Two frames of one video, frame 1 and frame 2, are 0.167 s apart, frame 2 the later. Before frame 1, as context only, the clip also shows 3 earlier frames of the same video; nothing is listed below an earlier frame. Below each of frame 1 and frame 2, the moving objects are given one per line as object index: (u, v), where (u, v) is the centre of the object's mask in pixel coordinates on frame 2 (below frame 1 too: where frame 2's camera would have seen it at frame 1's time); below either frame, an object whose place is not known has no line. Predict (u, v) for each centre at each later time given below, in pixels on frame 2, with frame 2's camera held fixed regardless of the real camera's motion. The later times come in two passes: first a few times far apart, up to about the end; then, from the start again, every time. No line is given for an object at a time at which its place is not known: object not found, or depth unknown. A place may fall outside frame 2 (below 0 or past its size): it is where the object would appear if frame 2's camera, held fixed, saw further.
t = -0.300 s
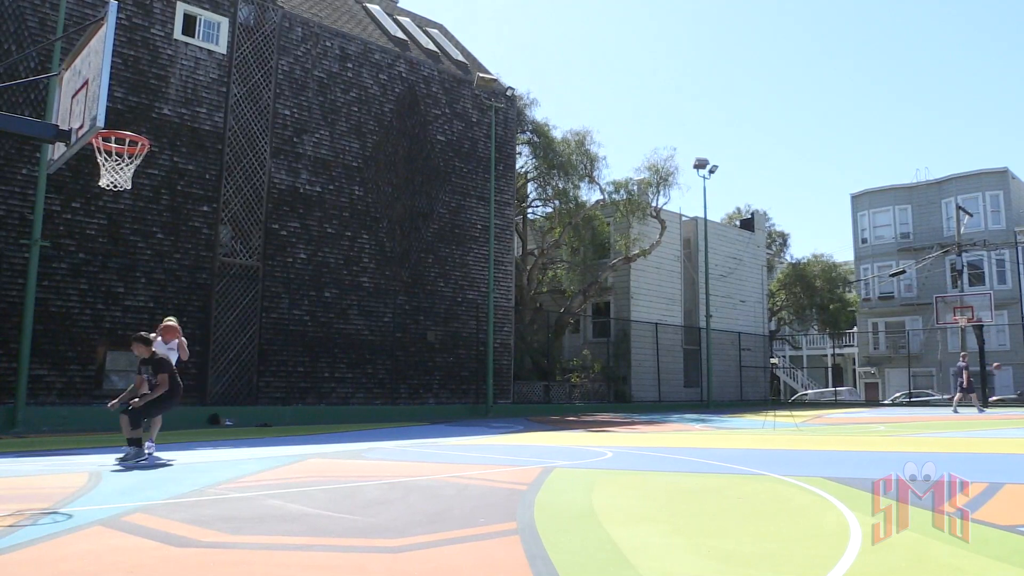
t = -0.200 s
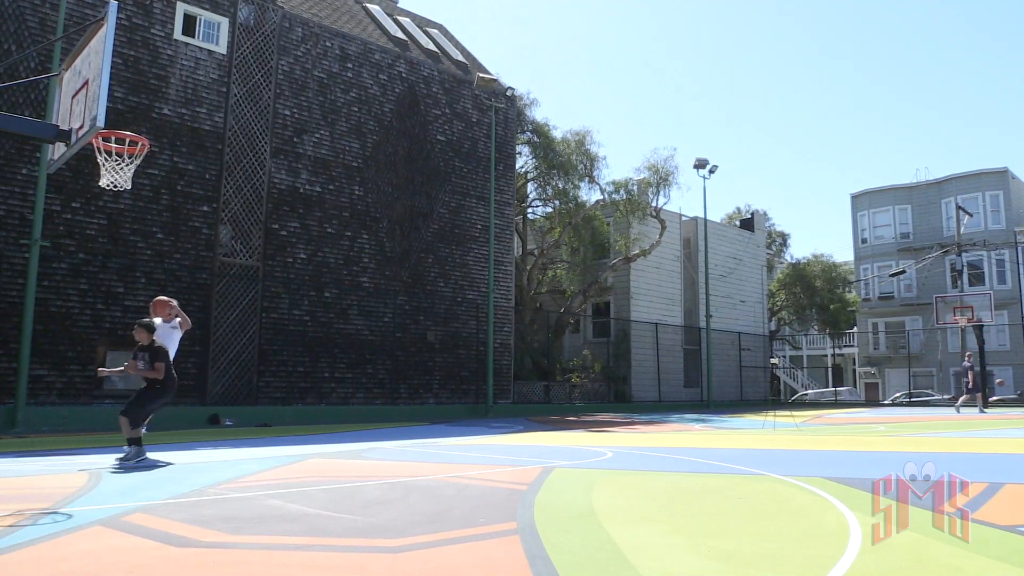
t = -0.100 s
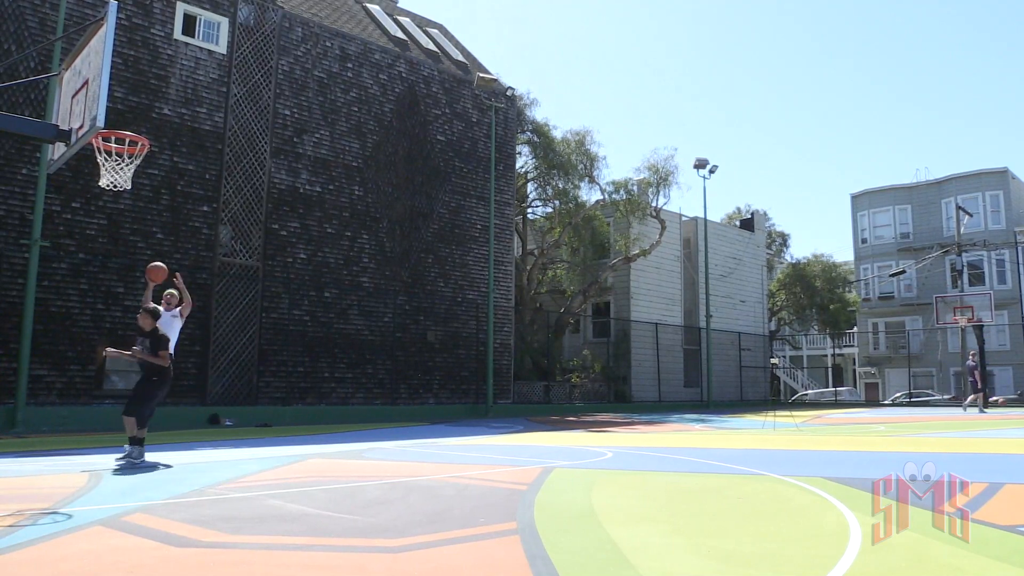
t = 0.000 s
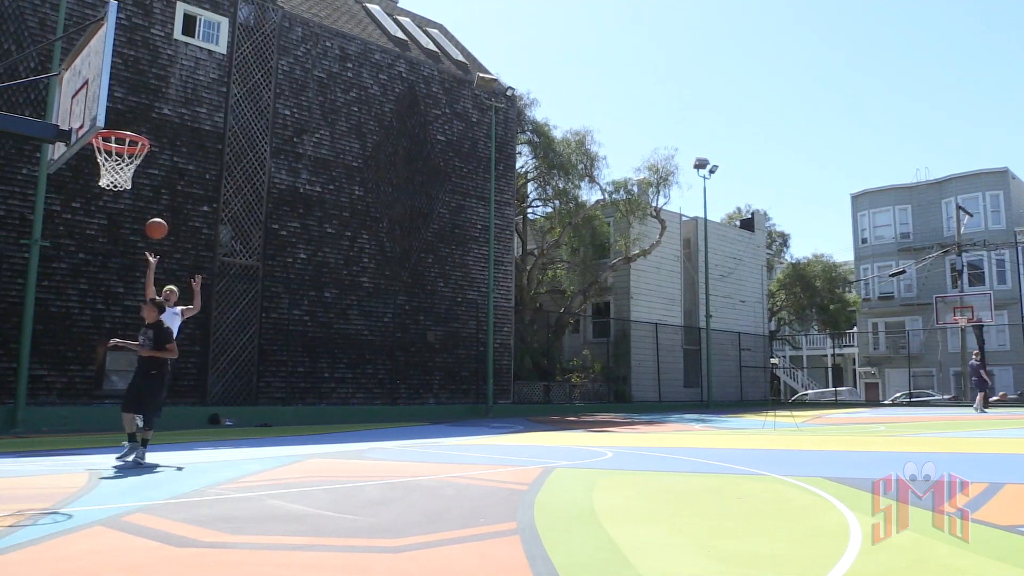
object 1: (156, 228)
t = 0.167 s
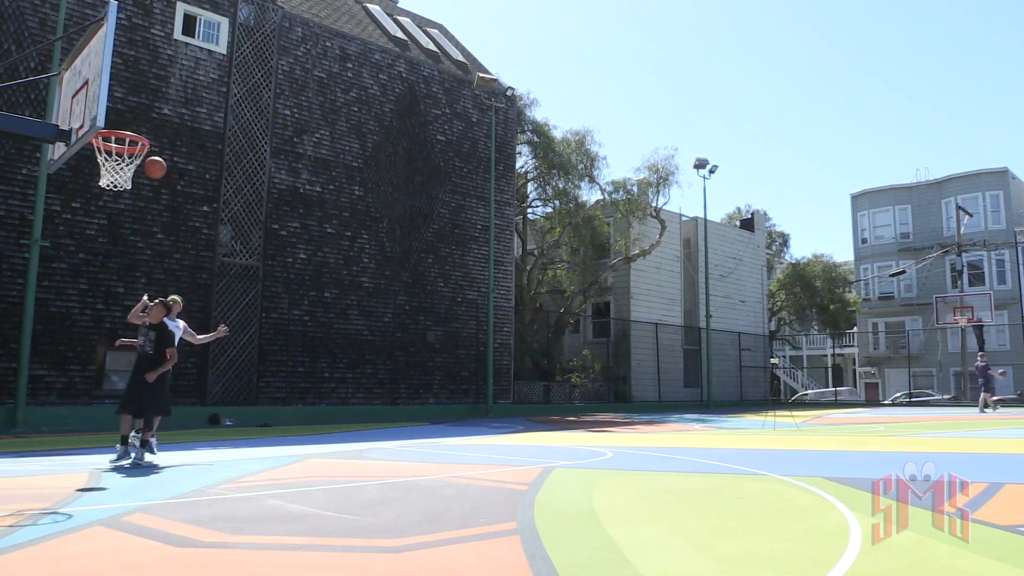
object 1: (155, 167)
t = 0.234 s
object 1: (156, 148)
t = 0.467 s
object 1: (145, 107)
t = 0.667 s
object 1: (134, 107)
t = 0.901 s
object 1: (114, 158)
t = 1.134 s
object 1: (104, 208)
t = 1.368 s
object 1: (88, 319)
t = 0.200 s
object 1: (155, 158)
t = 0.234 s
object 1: (156, 148)
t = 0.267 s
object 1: (154, 139)
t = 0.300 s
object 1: (152, 132)
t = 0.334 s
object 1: (150, 125)
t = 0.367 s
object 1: (149, 120)
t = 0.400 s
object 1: (148, 115)
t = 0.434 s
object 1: (147, 110)
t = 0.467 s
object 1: (145, 107)
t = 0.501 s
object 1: (143, 105)
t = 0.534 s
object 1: (142, 104)
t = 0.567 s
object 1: (140, 103)
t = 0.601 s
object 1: (138, 103)
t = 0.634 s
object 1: (136, 105)
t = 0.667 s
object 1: (134, 107)
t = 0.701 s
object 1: (132, 111)
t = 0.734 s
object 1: (129, 115)
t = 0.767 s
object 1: (126, 120)
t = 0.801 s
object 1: (124, 124)
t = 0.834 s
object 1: (120, 138)
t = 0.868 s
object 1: (115, 148)
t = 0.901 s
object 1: (114, 158)
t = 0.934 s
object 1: (112, 164)
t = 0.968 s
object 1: (111, 170)
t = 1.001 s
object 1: (109, 174)
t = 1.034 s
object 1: (108, 180)
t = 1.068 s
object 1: (106, 188)
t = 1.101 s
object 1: (105, 197)
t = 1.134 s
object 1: (104, 208)
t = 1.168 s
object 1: (102, 220)
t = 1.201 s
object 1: (100, 232)
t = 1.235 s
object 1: (98, 247)
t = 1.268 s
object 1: (96, 262)
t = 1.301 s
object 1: (93, 280)
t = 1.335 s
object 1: (91, 298)
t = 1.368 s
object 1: (88, 319)
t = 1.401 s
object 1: (85, 341)
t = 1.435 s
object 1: (83, 365)
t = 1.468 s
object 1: (80, 391)
